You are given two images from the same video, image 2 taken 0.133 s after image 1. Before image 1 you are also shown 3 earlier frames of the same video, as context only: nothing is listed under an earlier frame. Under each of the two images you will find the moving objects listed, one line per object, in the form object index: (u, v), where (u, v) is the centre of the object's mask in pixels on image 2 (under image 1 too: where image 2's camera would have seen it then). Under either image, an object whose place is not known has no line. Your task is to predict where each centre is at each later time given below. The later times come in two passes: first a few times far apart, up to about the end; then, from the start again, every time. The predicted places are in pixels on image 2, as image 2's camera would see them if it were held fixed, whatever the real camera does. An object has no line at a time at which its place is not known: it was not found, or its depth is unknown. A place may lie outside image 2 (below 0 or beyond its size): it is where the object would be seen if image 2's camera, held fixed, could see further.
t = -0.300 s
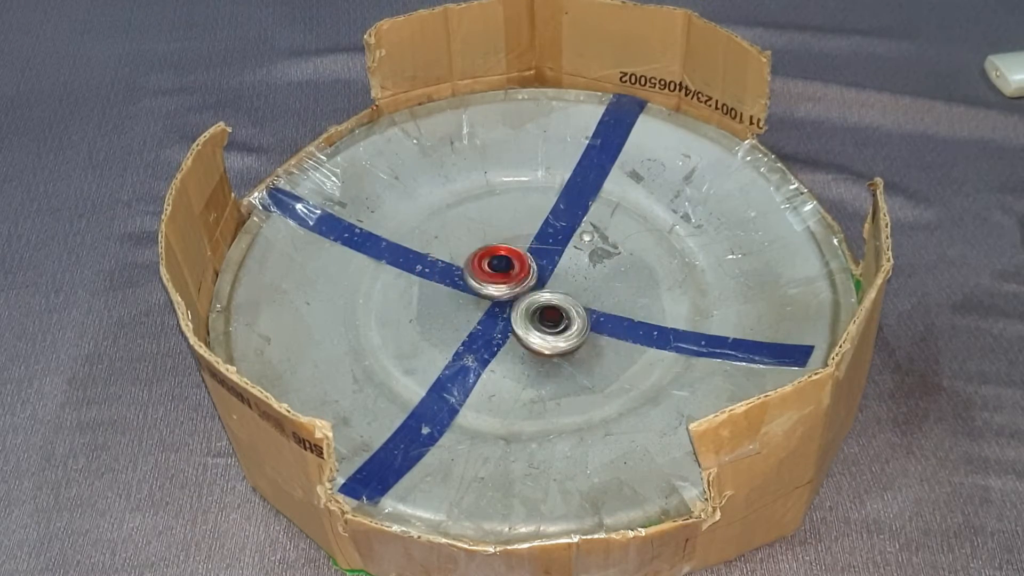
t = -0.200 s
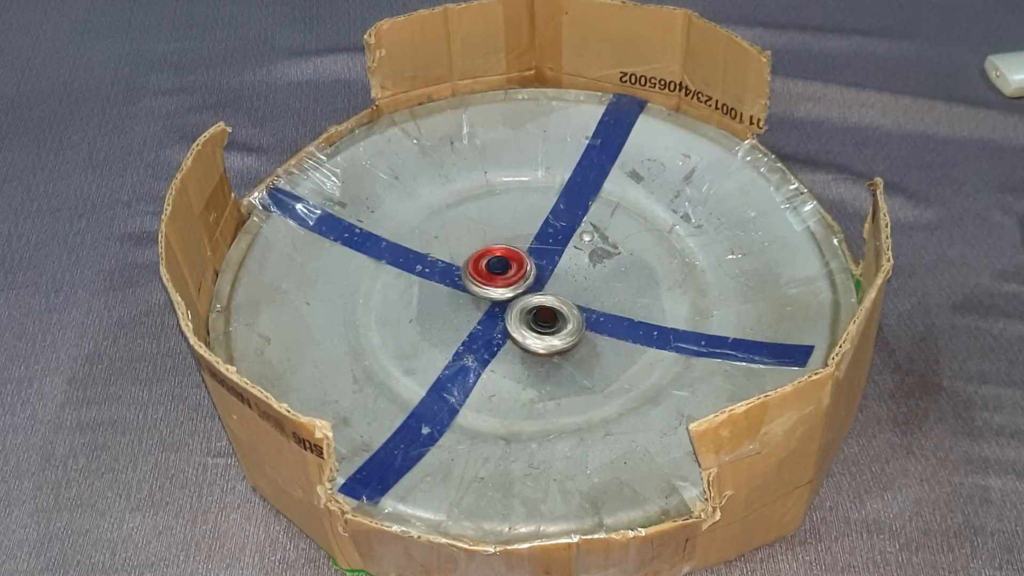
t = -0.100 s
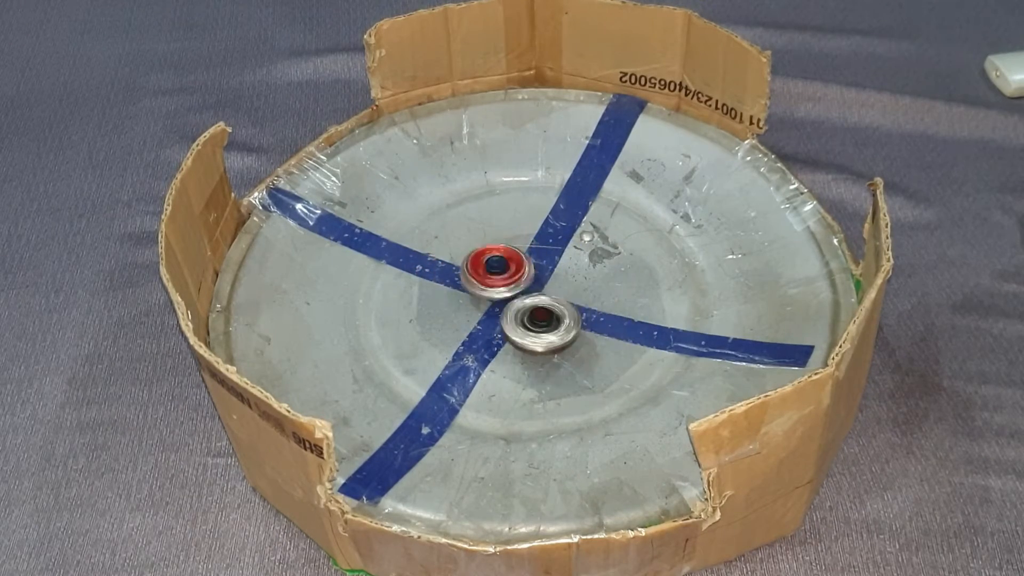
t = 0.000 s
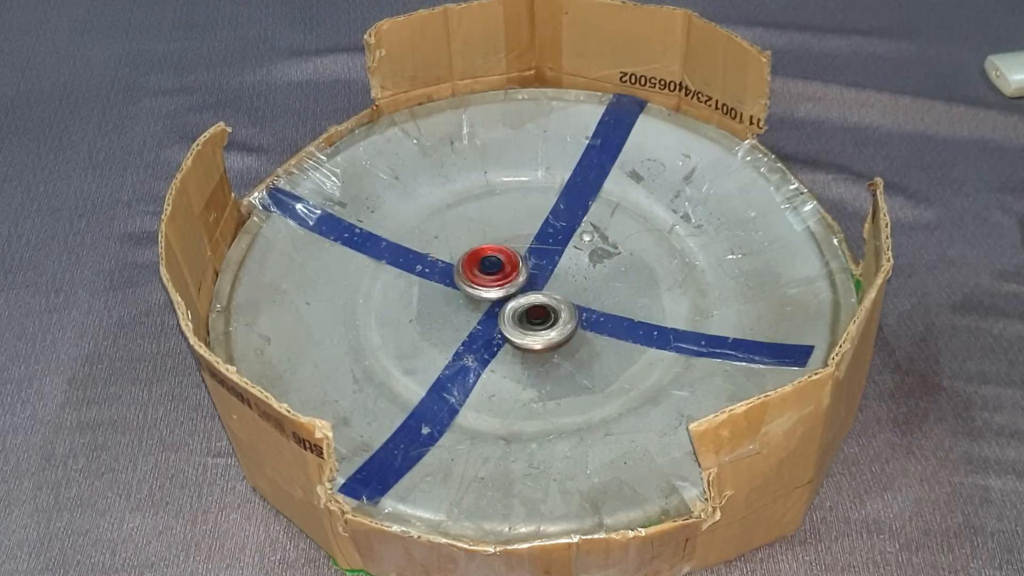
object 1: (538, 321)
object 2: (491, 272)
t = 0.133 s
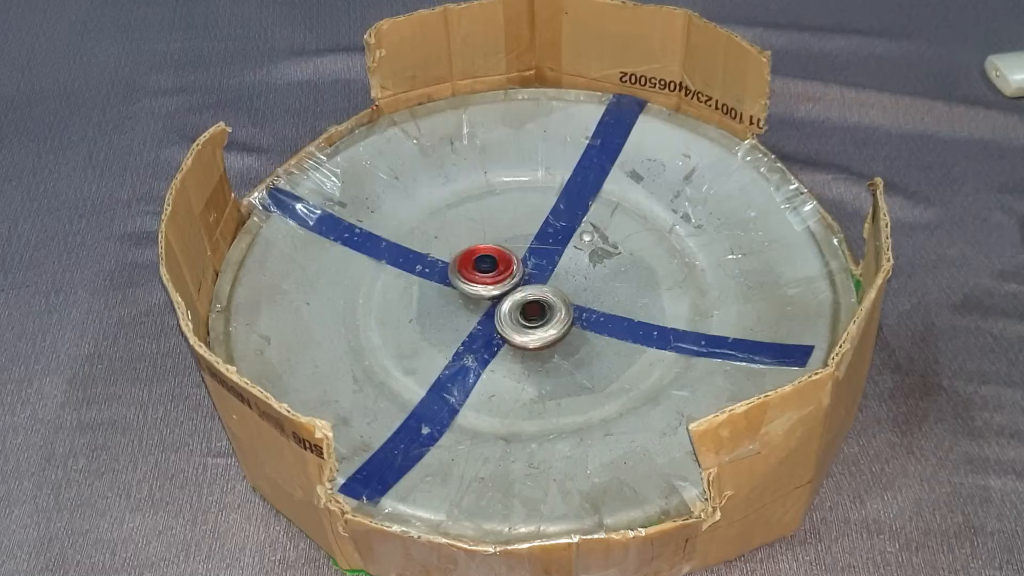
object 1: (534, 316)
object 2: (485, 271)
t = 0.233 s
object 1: (530, 311)
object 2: (480, 270)
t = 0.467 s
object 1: (541, 308)
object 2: (464, 264)
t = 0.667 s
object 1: (548, 304)
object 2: (457, 260)
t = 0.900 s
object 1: (544, 292)
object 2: (456, 254)
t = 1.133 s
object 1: (527, 292)
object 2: (456, 254)
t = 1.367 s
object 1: (524, 297)
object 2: (462, 260)
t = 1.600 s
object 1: (534, 291)
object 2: (463, 267)
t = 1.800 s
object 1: (537, 280)
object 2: (462, 272)
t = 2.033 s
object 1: (540, 277)
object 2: (456, 273)
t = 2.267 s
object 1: (542, 278)
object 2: (442, 274)
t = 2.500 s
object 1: (541, 281)
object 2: (441, 275)
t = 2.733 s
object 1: (540, 284)
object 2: (446, 277)
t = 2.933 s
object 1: (538, 286)
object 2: (449, 276)
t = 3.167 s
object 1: (535, 287)
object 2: (450, 278)
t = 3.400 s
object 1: (535, 286)
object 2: (454, 278)
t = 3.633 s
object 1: (536, 286)
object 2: (454, 277)
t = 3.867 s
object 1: (536, 286)
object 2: (453, 273)
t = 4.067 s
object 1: (535, 286)
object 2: (453, 277)
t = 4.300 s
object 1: (536, 286)
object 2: (452, 274)
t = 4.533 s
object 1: (537, 285)
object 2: (453, 279)
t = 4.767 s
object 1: (538, 287)
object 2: (452, 275)
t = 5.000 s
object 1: (541, 288)
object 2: (453, 277)
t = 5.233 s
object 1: (539, 287)
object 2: (453, 276)
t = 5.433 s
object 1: (536, 285)
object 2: (453, 276)
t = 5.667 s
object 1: (536, 286)
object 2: (453, 278)
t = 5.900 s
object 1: (538, 287)
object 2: (457, 279)
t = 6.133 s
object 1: (540, 290)
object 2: (451, 273)
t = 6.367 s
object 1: (538, 293)
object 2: (458, 276)
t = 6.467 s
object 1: (542, 291)
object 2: (458, 278)
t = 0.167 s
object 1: (534, 314)
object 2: (484, 271)
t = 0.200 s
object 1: (532, 313)
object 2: (482, 271)
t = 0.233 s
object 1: (530, 311)
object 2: (480, 270)
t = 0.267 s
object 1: (528, 309)
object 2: (479, 270)
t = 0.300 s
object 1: (526, 307)
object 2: (477, 270)
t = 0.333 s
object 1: (523, 305)
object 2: (475, 269)
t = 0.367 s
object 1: (523, 304)
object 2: (473, 270)
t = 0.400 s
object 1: (531, 306)
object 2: (469, 266)
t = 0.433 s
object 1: (538, 309)
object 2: (466, 264)
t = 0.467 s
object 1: (541, 308)
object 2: (464, 264)
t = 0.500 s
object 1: (541, 308)
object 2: (462, 263)
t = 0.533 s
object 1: (542, 308)
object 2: (462, 262)
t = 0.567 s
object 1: (545, 308)
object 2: (460, 263)
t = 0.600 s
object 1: (547, 307)
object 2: (458, 261)
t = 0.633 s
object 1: (548, 305)
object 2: (459, 260)
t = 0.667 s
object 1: (548, 304)
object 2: (457, 260)
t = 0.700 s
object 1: (550, 304)
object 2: (456, 259)
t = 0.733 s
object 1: (551, 301)
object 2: (457, 258)
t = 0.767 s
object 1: (551, 299)
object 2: (456, 259)
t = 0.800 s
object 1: (551, 297)
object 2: (456, 257)
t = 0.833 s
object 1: (549, 295)
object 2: (458, 256)
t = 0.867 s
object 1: (548, 294)
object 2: (457, 256)
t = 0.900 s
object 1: (544, 292)
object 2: (456, 254)
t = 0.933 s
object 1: (542, 292)
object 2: (458, 253)
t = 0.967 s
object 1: (541, 291)
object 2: (456, 254)
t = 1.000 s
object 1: (538, 291)
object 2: (455, 252)
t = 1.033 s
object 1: (535, 291)
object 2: (456, 252)
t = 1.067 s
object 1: (532, 291)
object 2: (455, 253)
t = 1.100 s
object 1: (530, 292)
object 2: (455, 253)
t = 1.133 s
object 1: (527, 292)
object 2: (456, 254)
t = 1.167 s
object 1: (525, 293)
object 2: (456, 255)
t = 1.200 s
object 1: (526, 295)
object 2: (457, 255)
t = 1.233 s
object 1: (526, 295)
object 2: (458, 255)
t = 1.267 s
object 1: (524, 295)
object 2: (458, 256)
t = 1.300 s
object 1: (523, 296)
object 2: (459, 257)
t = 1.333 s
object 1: (523, 296)
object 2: (461, 258)
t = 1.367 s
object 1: (524, 297)
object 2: (462, 260)
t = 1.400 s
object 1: (526, 296)
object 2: (460, 260)
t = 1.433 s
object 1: (527, 296)
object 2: (461, 259)
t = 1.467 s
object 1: (529, 296)
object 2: (463, 262)
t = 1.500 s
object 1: (530, 295)
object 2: (461, 263)
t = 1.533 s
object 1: (531, 294)
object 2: (461, 262)
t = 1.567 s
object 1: (533, 292)
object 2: (465, 265)
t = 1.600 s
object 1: (534, 291)
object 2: (463, 267)
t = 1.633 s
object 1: (535, 289)
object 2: (463, 266)
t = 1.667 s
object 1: (535, 287)
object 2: (466, 267)
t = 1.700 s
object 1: (536, 286)
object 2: (465, 269)
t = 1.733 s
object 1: (539, 284)
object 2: (461, 270)
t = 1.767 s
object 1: (539, 281)
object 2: (461, 269)
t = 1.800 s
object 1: (537, 280)
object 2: (462, 272)
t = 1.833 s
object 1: (536, 281)
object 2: (460, 273)
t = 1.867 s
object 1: (536, 281)
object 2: (459, 272)
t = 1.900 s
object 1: (537, 280)
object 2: (462, 274)
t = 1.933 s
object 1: (537, 279)
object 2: (460, 276)
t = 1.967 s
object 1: (534, 278)
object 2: (459, 273)
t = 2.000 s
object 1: (538, 279)
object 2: (458, 273)
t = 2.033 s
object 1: (540, 277)
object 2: (456, 273)
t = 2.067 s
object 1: (540, 277)
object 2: (453, 273)
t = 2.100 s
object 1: (540, 277)
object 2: (452, 273)
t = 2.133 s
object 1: (540, 278)
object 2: (451, 273)
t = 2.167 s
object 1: (541, 279)
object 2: (447, 274)
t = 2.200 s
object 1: (543, 279)
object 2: (443, 273)
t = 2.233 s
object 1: (543, 278)
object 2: (443, 272)
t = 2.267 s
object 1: (542, 278)
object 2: (442, 274)
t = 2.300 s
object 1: (542, 279)
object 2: (441, 273)
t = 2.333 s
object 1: (542, 280)
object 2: (442, 272)
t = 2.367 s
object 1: (542, 280)
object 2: (442, 274)
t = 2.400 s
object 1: (543, 280)
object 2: (440, 274)
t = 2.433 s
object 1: (542, 280)
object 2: (440, 272)
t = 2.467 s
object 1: (541, 280)
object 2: (443, 273)
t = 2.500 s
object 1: (541, 281)
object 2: (441, 275)
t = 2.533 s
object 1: (541, 281)
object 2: (440, 273)
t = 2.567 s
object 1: (541, 282)
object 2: (443, 271)
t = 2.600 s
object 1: (541, 282)
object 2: (444, 274)
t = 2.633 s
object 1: (541, 282)
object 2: (442, 276)
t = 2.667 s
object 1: (540, 283)
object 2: (442, 273)
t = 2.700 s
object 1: (540, 283)
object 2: (447, 274)
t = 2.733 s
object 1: (540, 284)
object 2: (446, 277)
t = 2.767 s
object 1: (539, 285)
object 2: (444, 276)
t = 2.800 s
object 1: (538, 285)
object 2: (446, 274)
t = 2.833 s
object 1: (538, 286)
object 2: (450, 275)
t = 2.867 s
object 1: (538, 287)
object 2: (448, 278)
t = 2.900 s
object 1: (538, 287)
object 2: (447, 278)
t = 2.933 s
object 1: (538, 286)
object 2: (449, 276)
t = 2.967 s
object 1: (538, 286)
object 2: (452, 278)
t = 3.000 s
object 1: (537, 286)
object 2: (450, 280)
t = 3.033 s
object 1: (537, 286)
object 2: (449, 278)
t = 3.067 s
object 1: (536, 287)
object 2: (453, 277)
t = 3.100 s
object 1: (536, 287)
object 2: (455, 279)
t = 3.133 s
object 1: (536, 287)
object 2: (452, 280)
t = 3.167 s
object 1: (535, 287)
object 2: (450, 278)
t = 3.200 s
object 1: (535, 287)
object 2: (455, 276)
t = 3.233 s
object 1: (534, 287)
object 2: (456, 278)
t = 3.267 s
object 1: (534, 287)
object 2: (453, 279)
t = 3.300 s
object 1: (534, 287)
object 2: (452, 276)
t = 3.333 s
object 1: (535, 287)
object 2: (456, 274)
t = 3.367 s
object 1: (535, 286)
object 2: (457, 277)
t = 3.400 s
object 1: (535, 286)
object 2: (454, 278)
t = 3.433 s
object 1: (535, 286)
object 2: (452, 275)
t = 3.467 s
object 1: (534, 286)
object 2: (455, 273)
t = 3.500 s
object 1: (534, 286)
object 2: (456, 277)
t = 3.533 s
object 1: (534, 286)
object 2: (453, 278)
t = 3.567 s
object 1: (534, 286)
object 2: (451, 276)
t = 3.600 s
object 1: (535, 287)
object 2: (453, 274)
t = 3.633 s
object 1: (536, 286)
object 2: (454, 277)
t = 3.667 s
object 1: (535, 285)
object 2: (451, 279)
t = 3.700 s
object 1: (534, 286)
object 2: (449, 277)
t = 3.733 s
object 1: (533, 286)
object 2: (453, 274)
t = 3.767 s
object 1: (533, 287)
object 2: (455, 277)
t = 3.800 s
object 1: (534, 288)
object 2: (453, 279)
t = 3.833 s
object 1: (535, 287)
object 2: (451, 278)
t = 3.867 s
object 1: (536, 286)
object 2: (453, 273)
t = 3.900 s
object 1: (534, 286)
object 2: (457, 275)
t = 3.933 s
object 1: (533, 286)
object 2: (456, 278)
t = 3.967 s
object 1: (532, 286)
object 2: (453, 278)
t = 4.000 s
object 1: (533, 287)
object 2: (454, 274)
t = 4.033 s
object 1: (534, 288)
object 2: (454, 275)
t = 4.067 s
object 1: (535, 286)
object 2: (453, 277)
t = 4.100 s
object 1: (535, 286)
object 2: (450, 278)
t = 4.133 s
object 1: (534, 286)
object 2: (448, 275)
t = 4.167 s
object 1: (533, 286)
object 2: (452, 274)
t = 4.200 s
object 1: (531, 286)
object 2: (453, 276)
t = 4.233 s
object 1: (531, 287)
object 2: (452, 278)
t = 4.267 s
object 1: (533, 288)
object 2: (450, 277)
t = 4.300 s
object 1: (536, 286)
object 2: (452, 274)
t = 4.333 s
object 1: (537, 285)
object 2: (455, 276)
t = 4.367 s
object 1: (538, 283)
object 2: (454, 278)
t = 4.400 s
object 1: (536, 282)
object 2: (452, 278)
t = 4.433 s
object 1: (534, 283)
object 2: (452, 275)
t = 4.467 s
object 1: (534, 285)
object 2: (455, 274)
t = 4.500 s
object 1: (535, 285)
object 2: (455, 277)
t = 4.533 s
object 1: (537, 285)
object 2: (453, 279)
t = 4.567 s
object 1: (538, 284)
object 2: (450, 278)
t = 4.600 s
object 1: (538, 282)
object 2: (453, 274)
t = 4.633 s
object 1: (536, 282)
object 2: (456, 274)
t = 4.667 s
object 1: (533, 283)
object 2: (456, 277)
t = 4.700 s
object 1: (534, 285)
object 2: (454, 278)
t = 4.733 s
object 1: (535, 286)
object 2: (452, 277)
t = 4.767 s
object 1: (538, 287)
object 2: (452, 275)
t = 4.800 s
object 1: (541, 286)
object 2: (454, 275)
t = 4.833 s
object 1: (541, 285)
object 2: (455, 277)
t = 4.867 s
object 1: (540, 284)
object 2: (453, 277)
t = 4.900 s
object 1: (538, 285)
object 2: (453, 276)
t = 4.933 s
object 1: (536, 286)
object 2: (453, 276)
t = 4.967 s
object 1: (537, 287)
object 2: (453, 277)
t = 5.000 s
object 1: (541, 288)
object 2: (453, 277)
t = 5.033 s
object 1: (543, 287)
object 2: (453, 276)
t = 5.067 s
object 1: (544, 285)
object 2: (453, 276)
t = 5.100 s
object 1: (543, 284)
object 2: (453, 277)
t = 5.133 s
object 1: (541, 284)
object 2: (454, 276)
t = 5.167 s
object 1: (539, 285)
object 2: (453, 276)
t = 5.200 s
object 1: (537, 286)
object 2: (453, 276)
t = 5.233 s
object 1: (539, 287)
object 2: (453, 276)
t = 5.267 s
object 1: (541, 287)
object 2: (453, 276)
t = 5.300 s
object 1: (541, 286)
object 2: (454, 277)
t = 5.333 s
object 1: (541, 285)
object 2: (453, 276)
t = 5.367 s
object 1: (540, 284)
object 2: (453, 276)
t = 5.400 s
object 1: (538, 285)
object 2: (453, 276)
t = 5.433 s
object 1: (536, 285)
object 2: (453, 276)
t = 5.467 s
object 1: (536, 287)
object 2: (453, 277)
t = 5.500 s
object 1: (538, 287)
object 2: (453, 277)
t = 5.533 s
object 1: (538, 287)
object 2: (453, 276)
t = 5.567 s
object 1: (539, 286)
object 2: (454, 276)
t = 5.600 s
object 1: (539, 286)
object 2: (455, 276)
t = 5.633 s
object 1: (538, 286)
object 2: (455, 277)
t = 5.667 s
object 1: (536, 286)
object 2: (453, 278)
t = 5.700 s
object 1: (535, 288)
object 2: (451, 277)
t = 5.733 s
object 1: (536, 290)
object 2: (451, 275)
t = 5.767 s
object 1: (536, 291)
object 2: (453, 272)
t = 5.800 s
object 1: (538, 292)
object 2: (455, 271)
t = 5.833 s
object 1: (539, 291)
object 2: (459, 274)
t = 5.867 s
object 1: (540, 289)
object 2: (459, 278)
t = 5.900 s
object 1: (538, 287)
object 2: (457, 279)
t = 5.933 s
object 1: (536, 288)
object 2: (454, 280)
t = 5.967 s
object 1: (535, 288)
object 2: (453, 279)
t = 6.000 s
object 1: (534, 289)
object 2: (450, 278)
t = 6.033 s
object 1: (534, 290)
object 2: (449, 276)
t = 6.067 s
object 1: (536, 291)
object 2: (449, 275)
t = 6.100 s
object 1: (539, 291)
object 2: (449, 273)
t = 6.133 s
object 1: (540, 290)
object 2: (451, 273)
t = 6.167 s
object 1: (540, 288)
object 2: (453, 272)
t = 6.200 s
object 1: (539, 286)
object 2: (454, 273)
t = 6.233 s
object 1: (538, 286)
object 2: (456, 273)
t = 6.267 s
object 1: (536, 287)
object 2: (458, 274)
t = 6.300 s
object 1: (535, 289)
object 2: (458, 274)
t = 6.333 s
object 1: (536, 292)
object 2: (458, 274)
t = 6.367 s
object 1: (538, 293)
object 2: (458, 276)
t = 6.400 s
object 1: (540, 293)
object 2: (458, 277)
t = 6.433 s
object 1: (542, 293)
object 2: (458, 278)
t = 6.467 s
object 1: (542, 291)
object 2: (458, 278)
